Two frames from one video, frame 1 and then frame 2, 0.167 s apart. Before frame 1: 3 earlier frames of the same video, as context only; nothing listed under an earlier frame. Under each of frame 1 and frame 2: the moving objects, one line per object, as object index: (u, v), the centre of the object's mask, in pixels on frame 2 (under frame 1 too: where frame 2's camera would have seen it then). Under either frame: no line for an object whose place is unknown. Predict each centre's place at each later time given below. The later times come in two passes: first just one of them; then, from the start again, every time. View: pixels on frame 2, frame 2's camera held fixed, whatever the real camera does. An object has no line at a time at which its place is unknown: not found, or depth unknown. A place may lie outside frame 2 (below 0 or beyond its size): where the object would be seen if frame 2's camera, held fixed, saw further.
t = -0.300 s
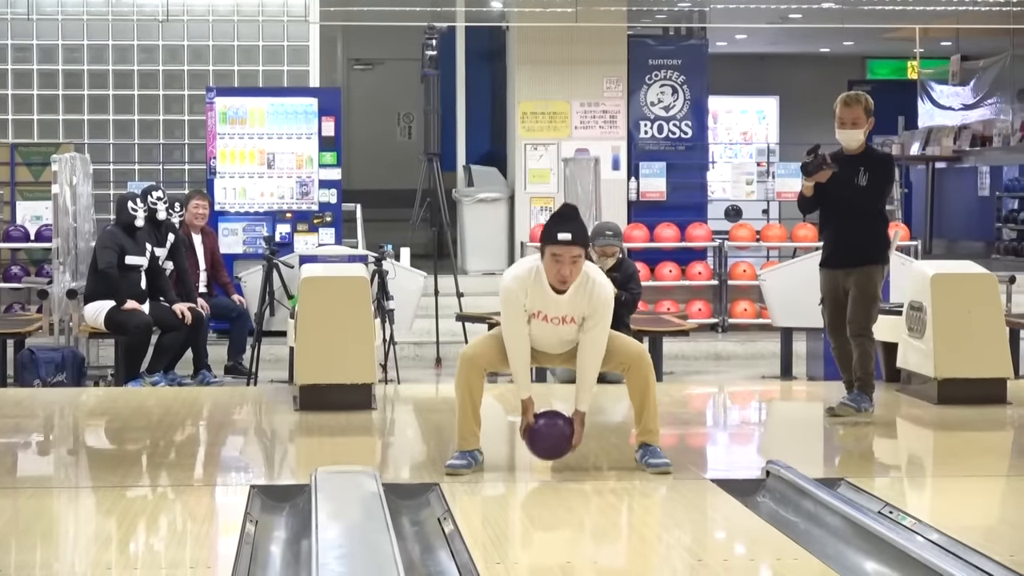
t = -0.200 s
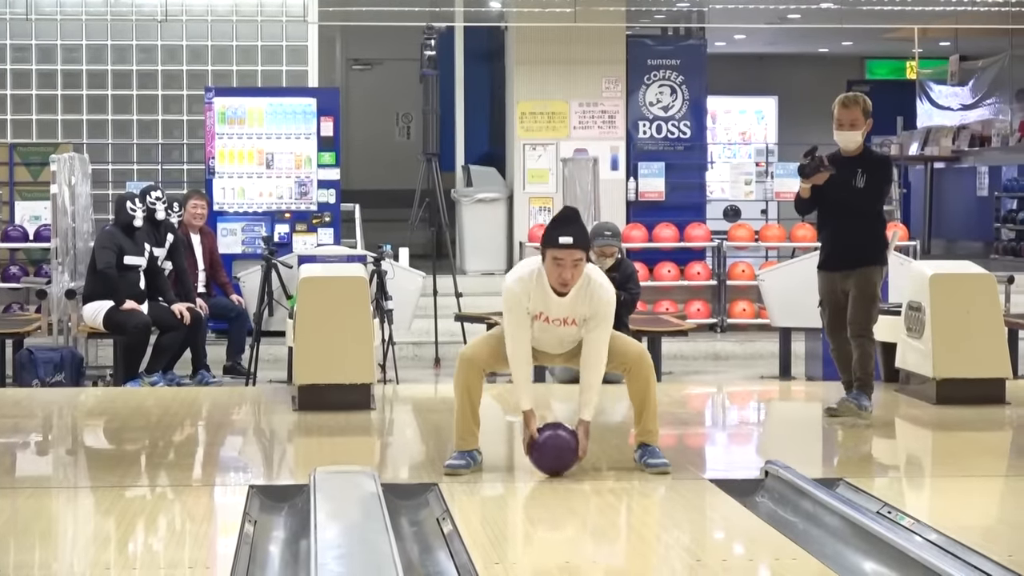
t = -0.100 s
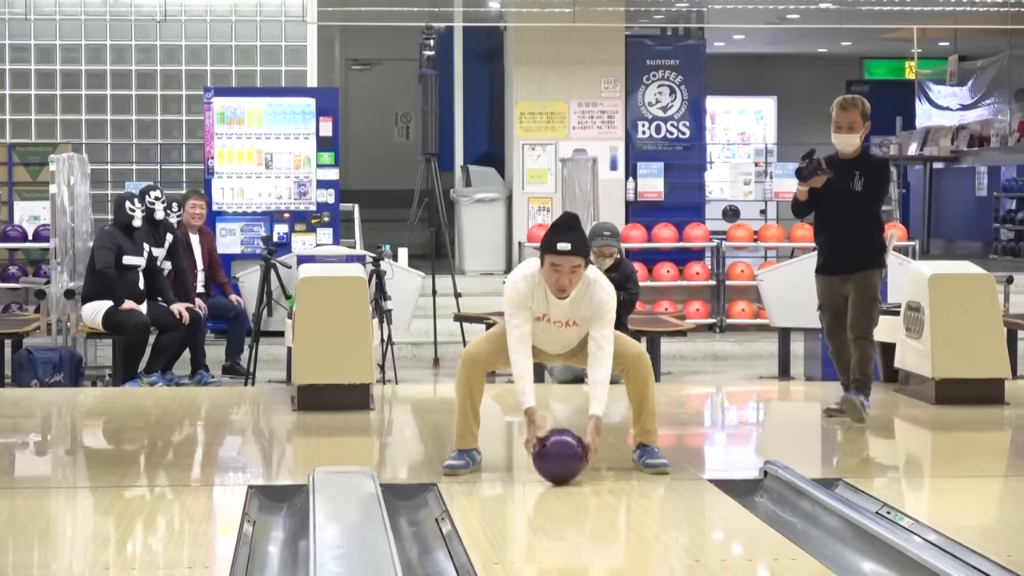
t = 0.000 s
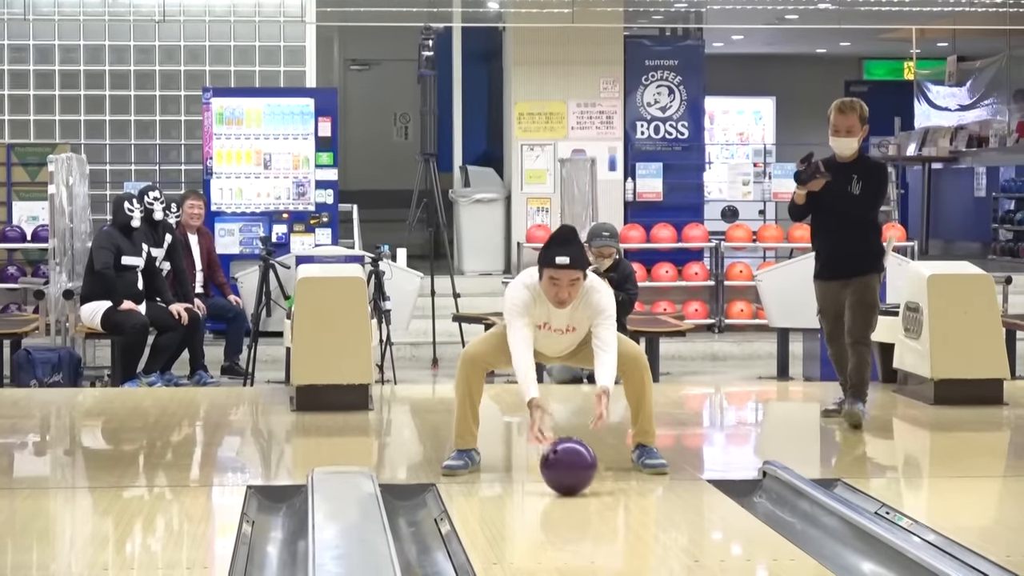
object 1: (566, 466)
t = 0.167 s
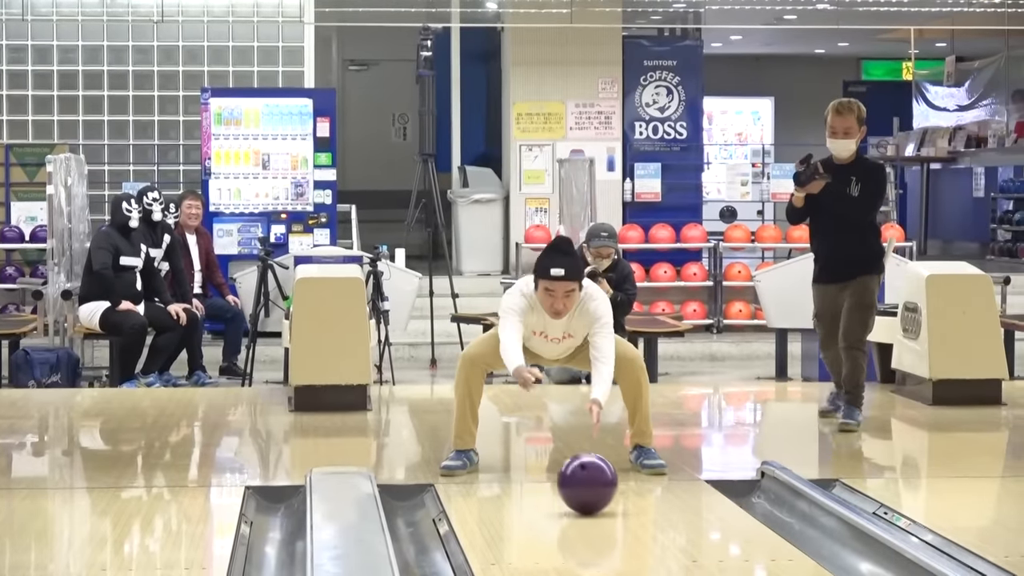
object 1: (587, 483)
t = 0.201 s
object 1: (592, 487)
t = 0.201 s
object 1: (592, 487)
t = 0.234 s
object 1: (596, 490)
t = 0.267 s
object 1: (601, 494)
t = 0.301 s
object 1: (605, 498)
